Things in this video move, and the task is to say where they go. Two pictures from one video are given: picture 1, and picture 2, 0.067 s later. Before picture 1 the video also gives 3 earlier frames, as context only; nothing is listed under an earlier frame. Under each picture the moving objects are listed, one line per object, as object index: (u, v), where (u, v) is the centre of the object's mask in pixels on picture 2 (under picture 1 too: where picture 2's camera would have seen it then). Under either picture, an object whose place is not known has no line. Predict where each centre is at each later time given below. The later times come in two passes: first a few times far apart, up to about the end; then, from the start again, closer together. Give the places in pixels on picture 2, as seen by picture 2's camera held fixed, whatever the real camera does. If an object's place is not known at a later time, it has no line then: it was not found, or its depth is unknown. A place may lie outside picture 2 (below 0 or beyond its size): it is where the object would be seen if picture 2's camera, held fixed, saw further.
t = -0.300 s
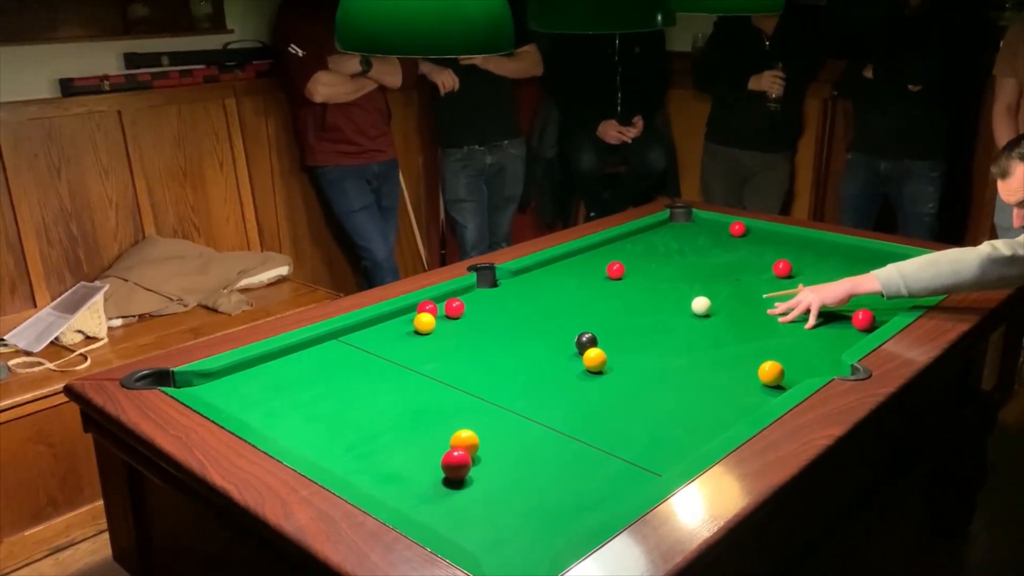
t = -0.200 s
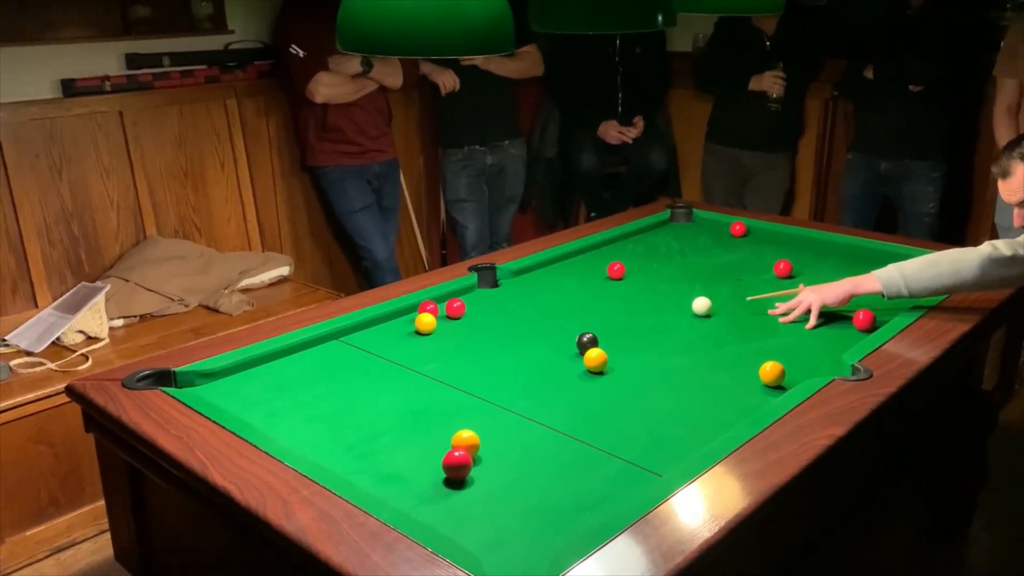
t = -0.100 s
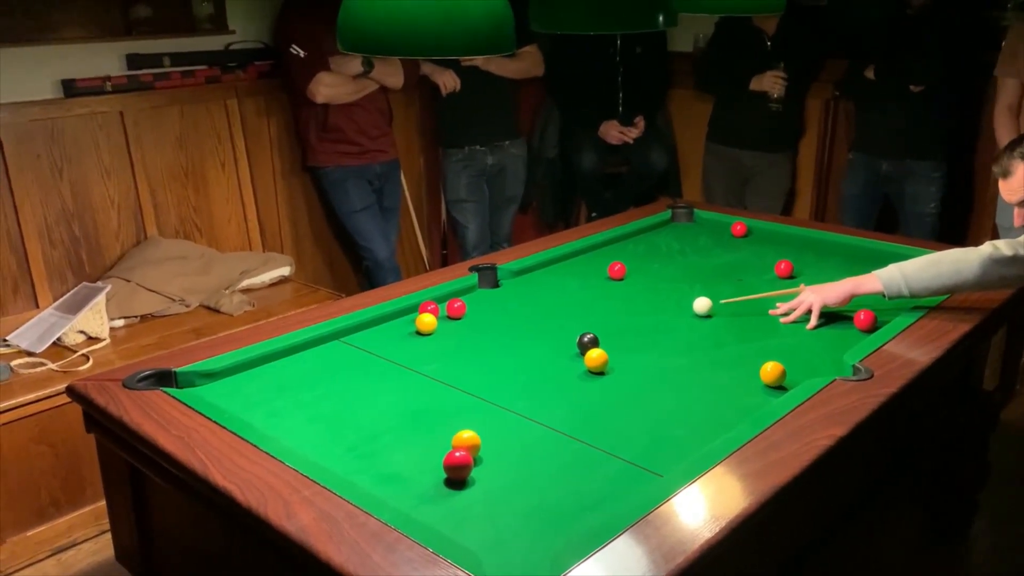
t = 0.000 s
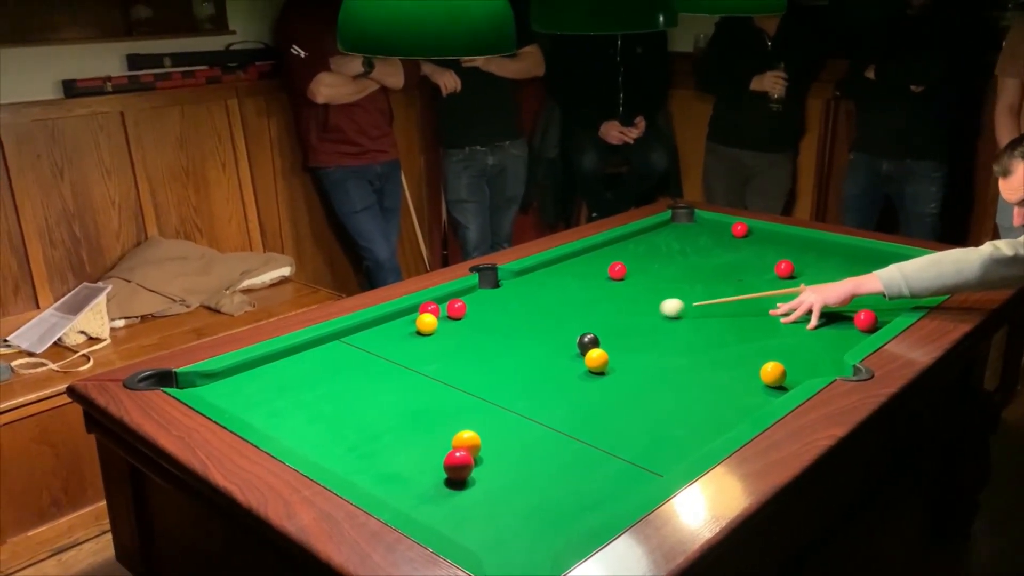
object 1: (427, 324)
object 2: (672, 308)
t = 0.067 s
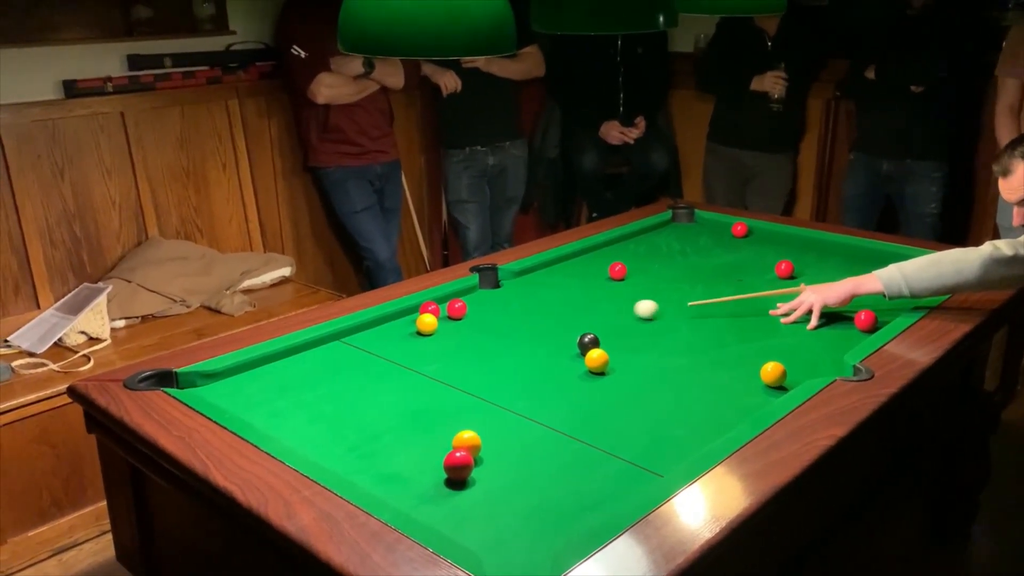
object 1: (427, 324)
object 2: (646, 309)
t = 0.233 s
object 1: (427, 324)
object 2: (581, 312)
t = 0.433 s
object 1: (427, 324)
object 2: (505, 316)
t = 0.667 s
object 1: (409, 328)
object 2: (440, 318)
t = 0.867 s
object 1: (373, 336)
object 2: (430, 319)
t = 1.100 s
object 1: (330, 345)
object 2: (419, 319)
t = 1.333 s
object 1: (288, 355)
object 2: (412, 319)
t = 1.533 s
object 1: (260, 365)
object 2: (407, 320)
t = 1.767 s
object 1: (232, 377)
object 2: (405, 320)
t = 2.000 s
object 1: (206, 386)
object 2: (403, 321)
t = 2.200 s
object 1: (200, 384)
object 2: (404, 320)
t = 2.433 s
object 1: (204, 380)
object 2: (404, 320)
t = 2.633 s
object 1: (208, 382)
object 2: (404, 320)
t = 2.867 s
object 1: (211, 384)
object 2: (404, 320)
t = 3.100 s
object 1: (212, 385)
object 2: (404, 320)
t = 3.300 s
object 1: (213, 386)
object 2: (404, 320)
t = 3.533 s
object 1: (214, 386)
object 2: (403, 320)
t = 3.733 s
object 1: (214, 386)
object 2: (403, 320)
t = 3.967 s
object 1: (214, 386)
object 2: (403, 320)
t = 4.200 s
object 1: (214, 386)
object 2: (403, 320)
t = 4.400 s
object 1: (213, 386)
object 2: (403, 320)
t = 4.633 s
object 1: (213, 386)
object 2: (403, 320)
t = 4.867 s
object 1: (214, 386)
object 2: (403, 320)
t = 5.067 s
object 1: (214, 386)
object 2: (403, 320)
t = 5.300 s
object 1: (214, 386)
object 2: (403, 320)
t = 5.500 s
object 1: (214, 386)
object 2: (404, 320)
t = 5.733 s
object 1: (213, 386)
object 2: (403, 320)
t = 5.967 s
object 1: (213, 386)
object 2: (403, 321)
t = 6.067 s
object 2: (402, 320)
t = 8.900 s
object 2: (402, 321)
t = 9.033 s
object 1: (214, 386)
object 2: (402, 321)
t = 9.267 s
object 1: (214, 386)
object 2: (402, 321)
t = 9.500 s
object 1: (214, 386)
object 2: (401, 321)
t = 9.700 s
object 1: (214, 386)
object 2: (401, 321)
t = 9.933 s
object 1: (214, 386)
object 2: (401, 321)
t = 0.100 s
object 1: (426, 324)
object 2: (633, 310)
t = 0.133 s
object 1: (426, 324)
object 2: (620, 310)
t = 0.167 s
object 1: (427, 324)
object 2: (607, 311)
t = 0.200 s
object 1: (427, 324)
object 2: (594, 312)
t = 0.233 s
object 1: (427, 324)
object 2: (581, 312)
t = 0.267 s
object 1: (427, 324)
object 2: (569, 313)
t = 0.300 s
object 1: (427, 324)
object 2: (556, 314)
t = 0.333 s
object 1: (427, 324)
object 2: (543, 314)
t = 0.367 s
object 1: (427, 324)
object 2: (530, 315)
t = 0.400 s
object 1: (427, 324)
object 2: (518, 316)
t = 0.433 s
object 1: (427, 324)
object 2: (505, 316)
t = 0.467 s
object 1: (427, 324)
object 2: (492, 317)
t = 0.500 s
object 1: (427, 324)
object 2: (480, 318)
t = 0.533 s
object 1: (427, 324)
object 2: (468, 318)
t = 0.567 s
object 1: (427, 324)
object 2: (454, 319)
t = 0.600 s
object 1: (424, 324)
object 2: (445, 319)
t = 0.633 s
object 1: (417, 326)
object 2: (442, 318)
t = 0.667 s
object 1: (409, 328)
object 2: (440, 318)
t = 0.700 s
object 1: (403, 329)
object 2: (438, 318)
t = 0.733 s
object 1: (397, 330)
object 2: (436, 318)
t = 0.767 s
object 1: (391, 332)
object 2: (435, 318)
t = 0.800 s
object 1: (385, 333)
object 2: (433, 319)
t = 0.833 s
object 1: (379, 335)
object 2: (431, 318)
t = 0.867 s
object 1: (373, 336)
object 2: (430, 319)
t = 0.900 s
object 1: (367, 337)
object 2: (428, 319)
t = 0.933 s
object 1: (360, 339)
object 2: (426, 319)
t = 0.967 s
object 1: (354, 340)
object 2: (425, 319)
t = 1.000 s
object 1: (348, 342)
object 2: (424, 319)
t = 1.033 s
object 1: (342, 343)
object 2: (422, 319)
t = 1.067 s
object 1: (336, 344)
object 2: (420, 319)
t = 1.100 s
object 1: (330, 345)
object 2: (419, 319)
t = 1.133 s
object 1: (324, 347)
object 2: (418, 319)
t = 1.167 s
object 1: (318, 348)
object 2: (417, 319)
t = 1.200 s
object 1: (312, 350)
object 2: (416, 319)
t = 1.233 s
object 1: (306, 351)
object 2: (415, 319)
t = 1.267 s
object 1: (300, 352)
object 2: (414, 319)
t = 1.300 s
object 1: (294, 354)
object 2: (413, 319)
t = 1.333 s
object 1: (288, 355)
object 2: (412, 319)
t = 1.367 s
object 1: (282, 356)
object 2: (411, 320)
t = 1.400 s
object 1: (277, 358)
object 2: (410, 320)
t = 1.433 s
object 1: (272, 359)
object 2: (409, 320)
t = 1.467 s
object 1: (268, 362)
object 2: (409, 320)
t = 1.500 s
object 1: (264, 363)
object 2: (408, 320)
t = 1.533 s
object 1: (260, 365)
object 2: (407, 320)
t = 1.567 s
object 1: (256, 367)
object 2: (407, 320)
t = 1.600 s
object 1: (252, 368)
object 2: (406, 320)
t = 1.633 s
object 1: (248, 370)
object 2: (406, 320)
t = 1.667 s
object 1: (244, 372)
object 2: (406, 320)
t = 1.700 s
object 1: (240, 373)
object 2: (405, 320)
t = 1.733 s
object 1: (236, 375)
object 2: (405, 320)
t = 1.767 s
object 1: (232, 377)
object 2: (405, 320)
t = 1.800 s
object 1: (228, 378)
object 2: (404, 320)
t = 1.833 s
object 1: (224, 380)
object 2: (404, 320)
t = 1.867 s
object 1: (221, 381)
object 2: (404, 320)
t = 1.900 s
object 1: (217, 383)
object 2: (403, 320)
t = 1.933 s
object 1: (213, 384)
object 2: (403, 320)
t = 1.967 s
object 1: (209, 385)
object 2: (403, 320)
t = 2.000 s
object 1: (206, 386)
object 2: (403, 321)
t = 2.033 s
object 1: (203, 386)
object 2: (403, 320)
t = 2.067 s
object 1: (199, 387)
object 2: (403, 320)
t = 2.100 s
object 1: (199, 386)
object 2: (403, 320)
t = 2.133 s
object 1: (199, 386)
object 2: (403, 320)
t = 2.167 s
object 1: (200, 385)
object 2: (403, 320)
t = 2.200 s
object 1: (200, 384)
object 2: (404, 320)
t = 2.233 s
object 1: (201, 383)
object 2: (404, 320)
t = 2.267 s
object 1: (202, 383)
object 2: (404, 320)
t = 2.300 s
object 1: (202, 382)
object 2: (404, 320)
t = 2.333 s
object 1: (203, 382)
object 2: (404, 320)
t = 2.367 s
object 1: (203, 381)
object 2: (403, 320)
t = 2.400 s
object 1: (204, 380)
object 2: (403, 320)
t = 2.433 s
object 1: (204, 380)
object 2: (404, 320)
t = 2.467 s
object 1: (205, 381)
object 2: (403, 320)
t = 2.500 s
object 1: (206, 380)
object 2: (403, 320)
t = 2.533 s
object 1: (206, 381)
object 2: (403, 320)
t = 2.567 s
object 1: (207, 382)
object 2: (403, 320)
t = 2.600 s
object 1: (207, 382)
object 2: (403, 320)
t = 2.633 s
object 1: (208, 382)
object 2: (404, 320)
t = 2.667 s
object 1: (208, 383)
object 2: (403, 320)
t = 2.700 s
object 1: (209, 383)
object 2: (404, 320)
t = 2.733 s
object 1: (209, 383)
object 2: (404, 320)
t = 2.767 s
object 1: (209, 384)
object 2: (403, 320)
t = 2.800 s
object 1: (210, 384)
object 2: (404, 320)
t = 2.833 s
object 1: (210, 384)
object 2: (404, 320)
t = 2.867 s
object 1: (211, 384)
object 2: (404, 320)
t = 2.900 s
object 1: (211, 384)
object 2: (404, 320)
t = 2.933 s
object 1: (211, 385)
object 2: (404, 320)
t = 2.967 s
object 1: (211, 385)
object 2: (404, 320)
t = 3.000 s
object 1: (211, 385)
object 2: (404, 320)
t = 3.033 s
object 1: (212, 385)
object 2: (404, 320)
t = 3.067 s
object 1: (212, 385)
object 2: (403, 320)
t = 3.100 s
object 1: (212, 385)
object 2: (404, 320)
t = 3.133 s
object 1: (212, 385)
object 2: (404, 320)
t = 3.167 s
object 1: (213, 385)
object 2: (404, 320)
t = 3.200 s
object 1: (213, 385)
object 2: (404, 320)
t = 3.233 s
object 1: (213, 386)
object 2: (403, 320)
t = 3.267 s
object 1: (213, 386)
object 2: (403, 320)
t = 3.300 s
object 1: (213, 386)
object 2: (404, 320)
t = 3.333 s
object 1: (213, 386)
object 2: (404, 320)
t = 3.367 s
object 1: (214, 386)
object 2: (404, 320)
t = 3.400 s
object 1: (214, 386)
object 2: (403, 320)
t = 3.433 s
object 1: (214, 386)
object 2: (403, 320)
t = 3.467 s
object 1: (214, 386)
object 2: (403, 320)
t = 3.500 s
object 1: (214, 386)
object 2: (403, 320)
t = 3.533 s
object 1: (214, 386)
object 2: (403, 320)
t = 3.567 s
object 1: (214, 386)
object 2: (403, 320)
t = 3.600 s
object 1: (214, 386)
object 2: (403, 320)
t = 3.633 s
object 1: (214, 386)
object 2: (403, 320)
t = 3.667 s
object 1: (214, 386)
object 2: (403, 320)
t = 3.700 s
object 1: (214, 386)
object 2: (403, 320)
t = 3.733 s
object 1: (214, 386)
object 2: (403, 320)
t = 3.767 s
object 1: (214, 386)
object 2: (403, 320)
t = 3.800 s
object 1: (214, 386)
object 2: (403, 320)
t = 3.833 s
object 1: (214, 386)
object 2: (403, 320)
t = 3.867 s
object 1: (214, 386)
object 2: (403, 320)
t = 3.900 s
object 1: (214, 386)
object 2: (403, 320)
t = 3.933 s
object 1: (214, 386)
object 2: (403, 320)
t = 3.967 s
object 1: (214, 386)
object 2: (403, 320)
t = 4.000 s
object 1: (213, 386)
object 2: (404, 320)
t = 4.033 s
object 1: (214, 386)
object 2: (404, 320)
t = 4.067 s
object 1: (214, 386)
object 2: (404, 320)
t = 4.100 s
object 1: (214, 386)
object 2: (403, 320)
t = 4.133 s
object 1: (214, 386)
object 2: (404, 320)
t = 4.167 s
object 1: (214, 386)
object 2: (404, 320)
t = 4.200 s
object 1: (214, 386)
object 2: (403, 320)
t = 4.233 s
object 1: (214, 386)
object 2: (403, 320)
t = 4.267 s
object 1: (214, 386)
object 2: (403, 320)
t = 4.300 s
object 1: (214, 386)
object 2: (403, 320)
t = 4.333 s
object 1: (214, 386)
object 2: (403, 320)
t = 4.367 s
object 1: (214, 386)
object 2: (403, 320)
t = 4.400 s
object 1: (213, 386)
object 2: (403, 320)
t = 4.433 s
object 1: (214, 386)
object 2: (403, 320)
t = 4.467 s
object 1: (214, 386)
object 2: (403, 320)
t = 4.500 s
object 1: (214, 386)
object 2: (403, 320)
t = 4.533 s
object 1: (214, 386)
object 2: (403, 320)
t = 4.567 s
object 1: (214, 386)
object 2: (403, 320)
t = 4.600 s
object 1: (213, 386)
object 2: (403, 320)
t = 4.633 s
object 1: (213, 386)
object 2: (403, 320)
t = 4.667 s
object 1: (213, 386)
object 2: (403, 320)
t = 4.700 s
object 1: (213, 386)
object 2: (403, 320)
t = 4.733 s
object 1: (214, 386)
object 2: (404, 320)
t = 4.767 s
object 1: (214, 386)
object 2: (404, 320)
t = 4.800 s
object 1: (213, 386)
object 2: (404, 320)
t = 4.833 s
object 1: (214, 386)
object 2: (403, 320)
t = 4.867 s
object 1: (214, 386)
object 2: (403, 320)
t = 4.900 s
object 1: (214, 386)
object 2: (404, 320)
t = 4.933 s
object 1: (214, 386)
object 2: (404, 320)
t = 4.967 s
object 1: (214, 386)
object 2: (403, 320)
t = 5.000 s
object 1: (214, 386)
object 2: (403, 320)
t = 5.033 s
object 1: (214, 386)
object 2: (403, 320)
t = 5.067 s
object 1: (214, 386)
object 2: (403, 320)
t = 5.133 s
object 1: (214, 386)
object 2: (403, 320)
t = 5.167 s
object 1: (214, 386)
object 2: (403, 320)
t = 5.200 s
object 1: (214, 386)
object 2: (403, 320)
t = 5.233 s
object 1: (214, 386)
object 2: (403, 320)
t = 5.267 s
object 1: (214, 386)
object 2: (403, 320)
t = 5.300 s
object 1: (214, 386)
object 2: (403, 320)
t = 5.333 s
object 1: (213, 386)
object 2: (403, 320)
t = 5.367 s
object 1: (213, 386)
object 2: (403, 320)
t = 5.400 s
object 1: (214, 386)
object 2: (404, 320)
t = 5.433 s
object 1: (214, 386)
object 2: (404, 320)
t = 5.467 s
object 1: (214, 386)
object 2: (404, 320)
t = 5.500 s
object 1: (214, 386)
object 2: (404, 320)
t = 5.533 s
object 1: (214, 386)
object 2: (404, 320)
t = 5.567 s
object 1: (214, 386)
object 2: (404, 320)
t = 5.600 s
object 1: (214, 386)
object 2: (403, 320)
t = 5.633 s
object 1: (213, 386)
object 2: (404, 320)
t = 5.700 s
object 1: (213, 386)
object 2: (404, 320)
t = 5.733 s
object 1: (213, 386)
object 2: (403, 320)
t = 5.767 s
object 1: (213, 386)
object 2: (403, 320)
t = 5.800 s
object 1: (213, 386)
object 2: (403, 320)
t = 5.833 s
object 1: (213, 386)
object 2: (403, 320)
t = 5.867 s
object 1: (213, 386)
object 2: (403, 320)
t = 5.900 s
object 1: (213, 386)
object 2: (403, 320)
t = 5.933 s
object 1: (213, 386)
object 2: (403, 321)
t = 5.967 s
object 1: (213, 386)
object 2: (403, 321)
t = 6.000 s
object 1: (213, 386)
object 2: (403, 321)
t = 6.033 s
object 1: (213, 386)
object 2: (403, 321)
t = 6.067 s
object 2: (402, 320)
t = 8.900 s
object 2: (402, 321)
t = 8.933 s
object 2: (402, 321)
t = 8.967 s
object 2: (402, 321)
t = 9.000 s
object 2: (402, 321)
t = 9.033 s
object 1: (214, 386)
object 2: (402, 321)
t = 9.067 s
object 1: (214, 386)
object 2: (402, 321)
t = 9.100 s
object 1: (214, 386)
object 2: (402, 321)
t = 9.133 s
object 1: (214, 386)
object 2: (402, 321)
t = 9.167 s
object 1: (214, 386)
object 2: (402, 321)
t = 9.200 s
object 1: (215, 386)
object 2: (402, 320)
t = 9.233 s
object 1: (214, 386)
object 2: (402, 321)
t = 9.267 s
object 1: (214, 386)
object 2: (402, 321)
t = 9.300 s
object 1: (214, 386)
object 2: (401, 321)
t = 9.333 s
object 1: (214, 386)
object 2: (401, 321)
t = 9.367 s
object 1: (214, 386)
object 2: (402, 321)
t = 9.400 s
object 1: (214, 386)
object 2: (402, 321)
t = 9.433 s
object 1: (214, 386)
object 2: (401, 321)
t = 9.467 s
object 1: (214, 386)
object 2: (401, 321)
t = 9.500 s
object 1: (214, 386)
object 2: (401, 321)
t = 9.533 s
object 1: (214, 386)
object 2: (401, 321)
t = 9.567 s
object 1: (214, 386)
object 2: (401, 321)
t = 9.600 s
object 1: (214, 386)
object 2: (401, 321)
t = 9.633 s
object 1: (214, 386)
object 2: (401, 321)
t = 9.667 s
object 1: (214, 386)
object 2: (401, 321)
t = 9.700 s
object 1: (214, 386)
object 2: (401, 321)
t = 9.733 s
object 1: (214, 386)
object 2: (401, 321)
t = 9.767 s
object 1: (214, 386)
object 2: (401, 321)
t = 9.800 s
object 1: (214, 386)
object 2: (401, 321)
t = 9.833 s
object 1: (214, 386)
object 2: (401, 321)
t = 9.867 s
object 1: (214, 386)
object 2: (401, 321)
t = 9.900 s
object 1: (214, 386)
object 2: (401, 321)
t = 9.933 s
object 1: (214, 386)
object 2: (401, 321)
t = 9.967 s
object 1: (215, 386)
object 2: (401, 321)
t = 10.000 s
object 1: (215, 386)
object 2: (401, 321)
